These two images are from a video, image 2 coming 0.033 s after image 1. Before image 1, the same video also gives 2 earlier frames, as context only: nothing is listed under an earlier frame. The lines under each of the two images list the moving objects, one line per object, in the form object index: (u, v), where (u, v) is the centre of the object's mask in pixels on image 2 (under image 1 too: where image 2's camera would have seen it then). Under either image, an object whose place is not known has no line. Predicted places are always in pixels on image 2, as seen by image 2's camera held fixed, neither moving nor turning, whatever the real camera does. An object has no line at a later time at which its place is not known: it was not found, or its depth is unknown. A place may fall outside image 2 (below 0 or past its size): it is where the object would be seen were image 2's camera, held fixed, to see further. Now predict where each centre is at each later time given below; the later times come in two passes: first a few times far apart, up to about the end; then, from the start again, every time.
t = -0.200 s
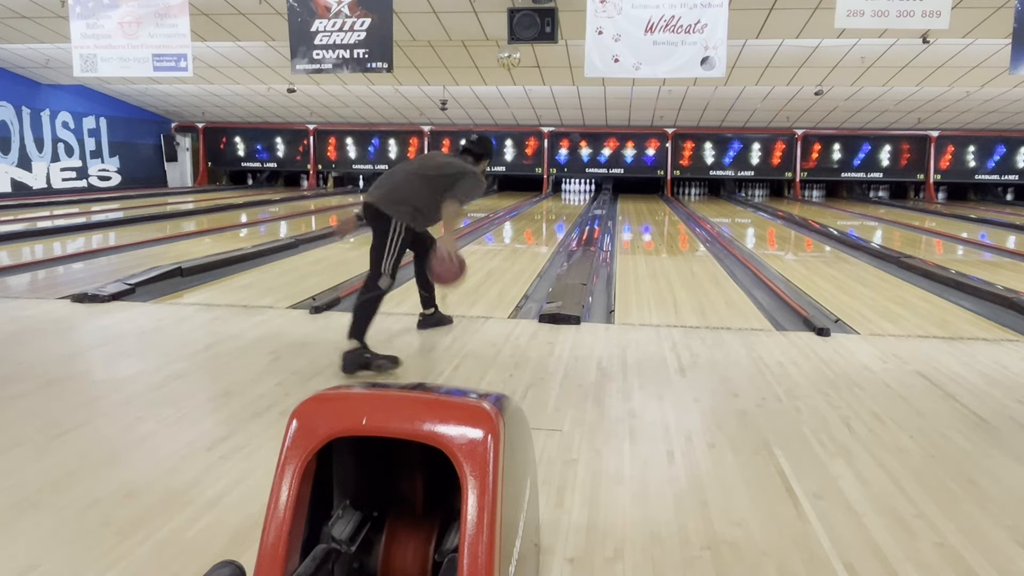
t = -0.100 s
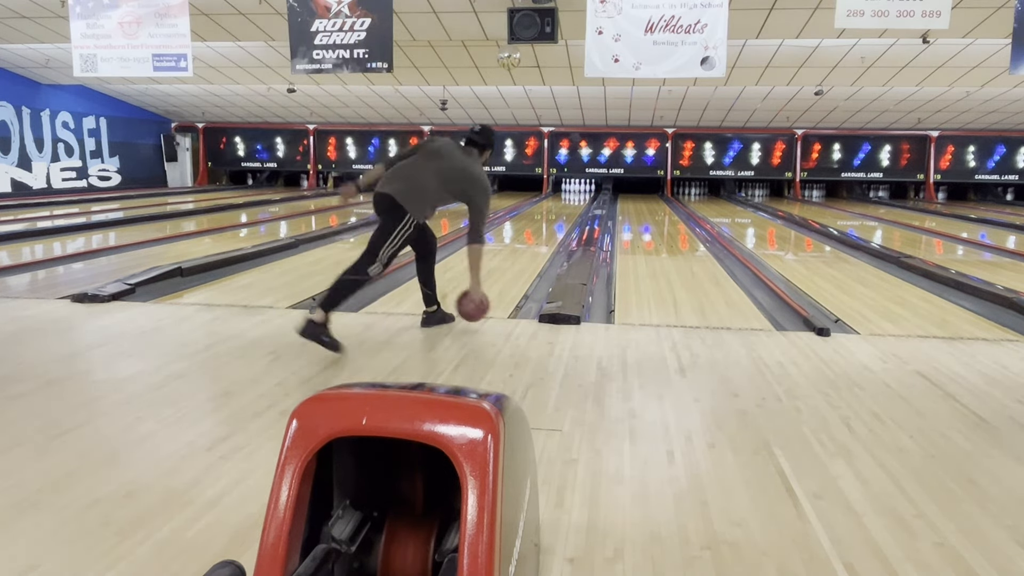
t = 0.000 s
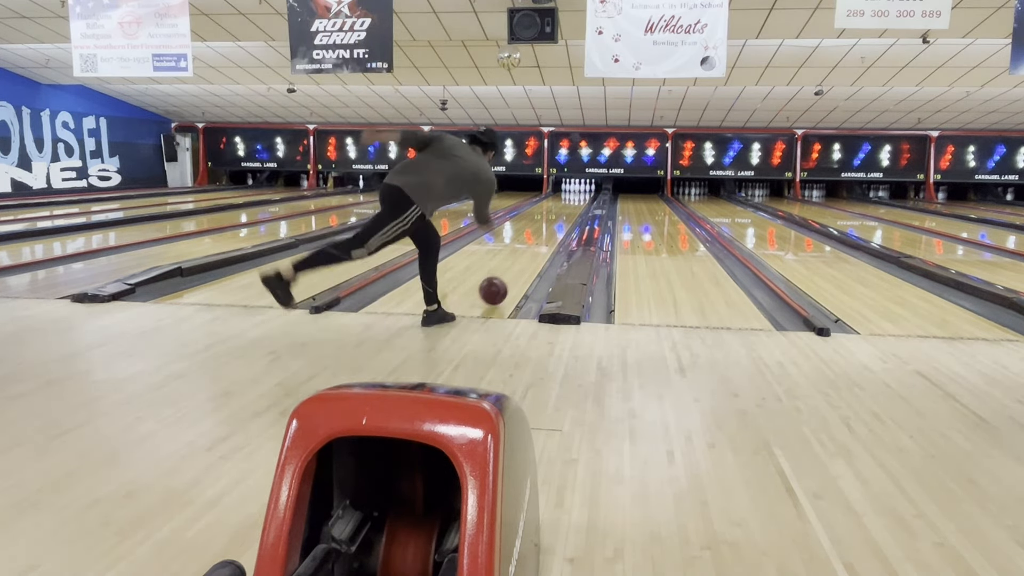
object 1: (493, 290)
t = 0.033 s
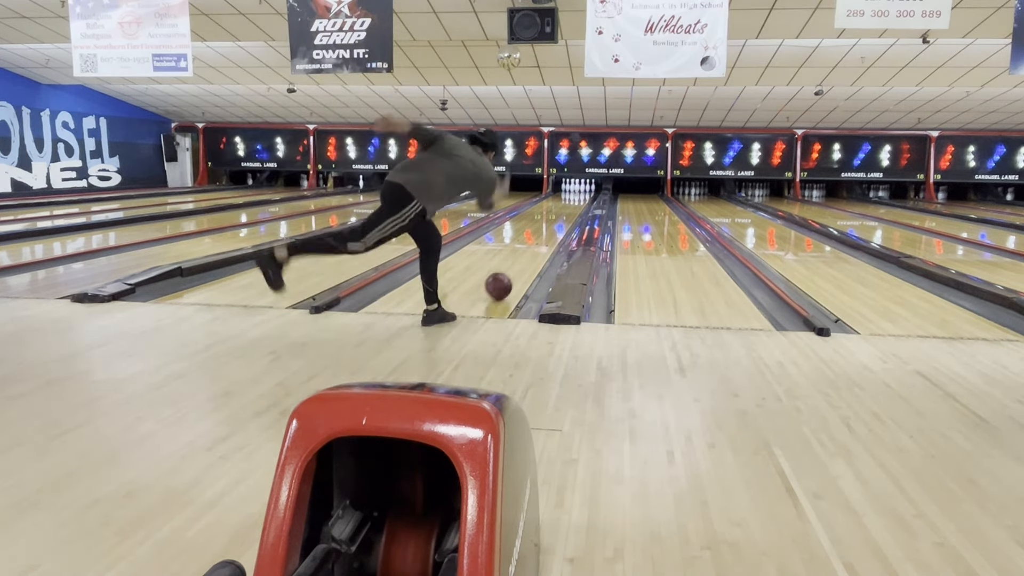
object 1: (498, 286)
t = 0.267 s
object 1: (525, 253)
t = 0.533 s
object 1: (542, 231)
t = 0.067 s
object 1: (503, 280)
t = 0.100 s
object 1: (508, 274)
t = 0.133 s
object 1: (512, 269)
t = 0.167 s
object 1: (515, 265)
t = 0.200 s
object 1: (519, 261)
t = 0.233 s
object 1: (522, 257)
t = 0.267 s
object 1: (525, 253)
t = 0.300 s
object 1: (528, 250)
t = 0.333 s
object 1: (530, 247)
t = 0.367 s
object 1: (533, 244)
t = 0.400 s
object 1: (535, 241)
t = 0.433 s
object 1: (537, 238)
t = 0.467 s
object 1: (539, 235)
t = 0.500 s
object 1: (541, 233)
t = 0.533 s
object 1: (542, 231)
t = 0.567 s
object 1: (544, 229)
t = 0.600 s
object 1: (546, 227)
